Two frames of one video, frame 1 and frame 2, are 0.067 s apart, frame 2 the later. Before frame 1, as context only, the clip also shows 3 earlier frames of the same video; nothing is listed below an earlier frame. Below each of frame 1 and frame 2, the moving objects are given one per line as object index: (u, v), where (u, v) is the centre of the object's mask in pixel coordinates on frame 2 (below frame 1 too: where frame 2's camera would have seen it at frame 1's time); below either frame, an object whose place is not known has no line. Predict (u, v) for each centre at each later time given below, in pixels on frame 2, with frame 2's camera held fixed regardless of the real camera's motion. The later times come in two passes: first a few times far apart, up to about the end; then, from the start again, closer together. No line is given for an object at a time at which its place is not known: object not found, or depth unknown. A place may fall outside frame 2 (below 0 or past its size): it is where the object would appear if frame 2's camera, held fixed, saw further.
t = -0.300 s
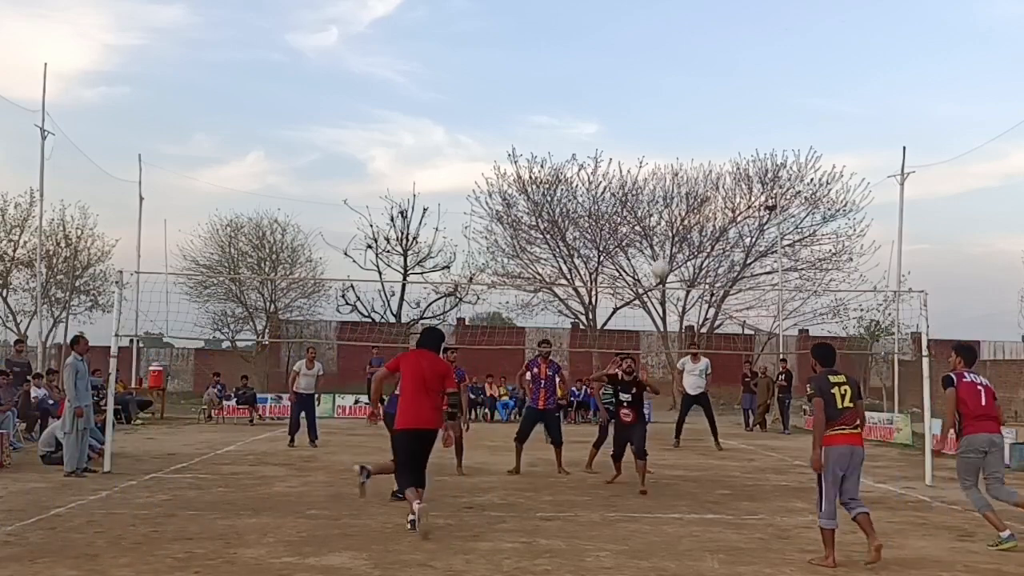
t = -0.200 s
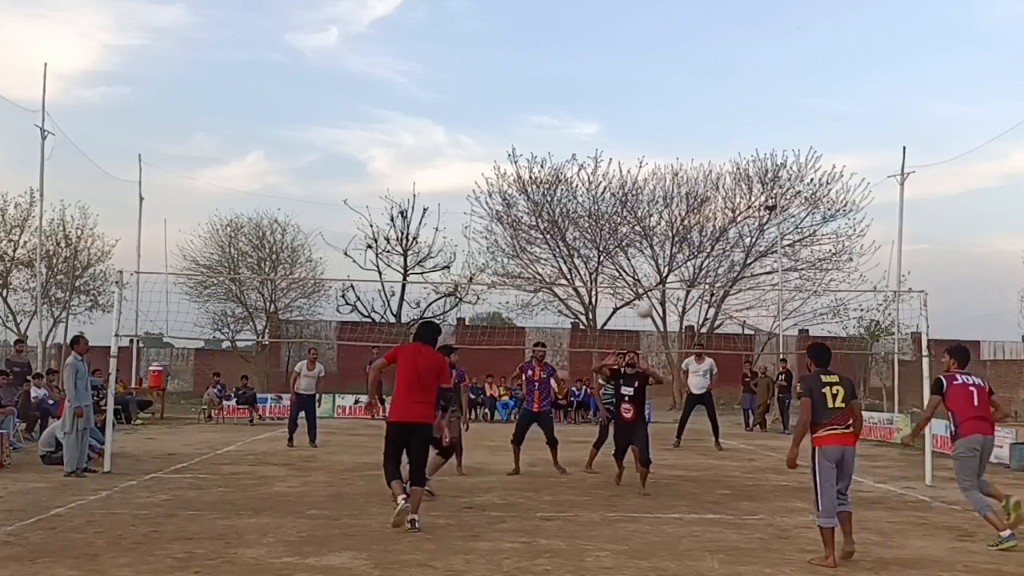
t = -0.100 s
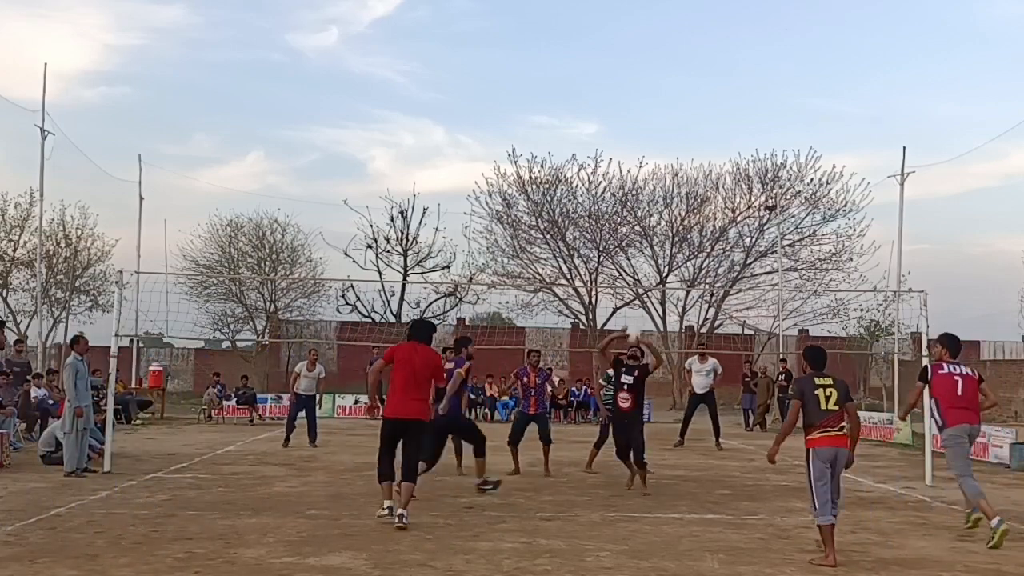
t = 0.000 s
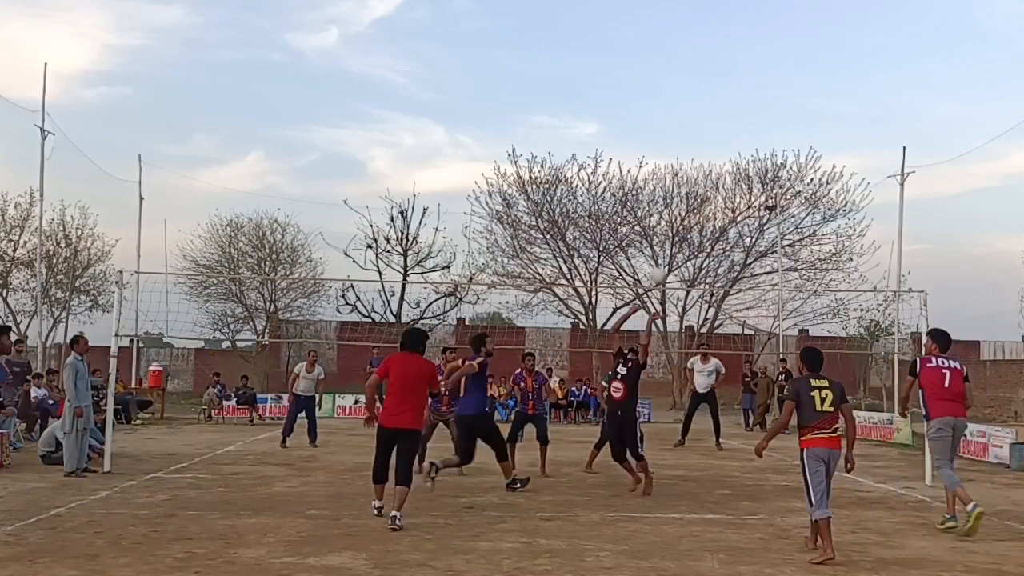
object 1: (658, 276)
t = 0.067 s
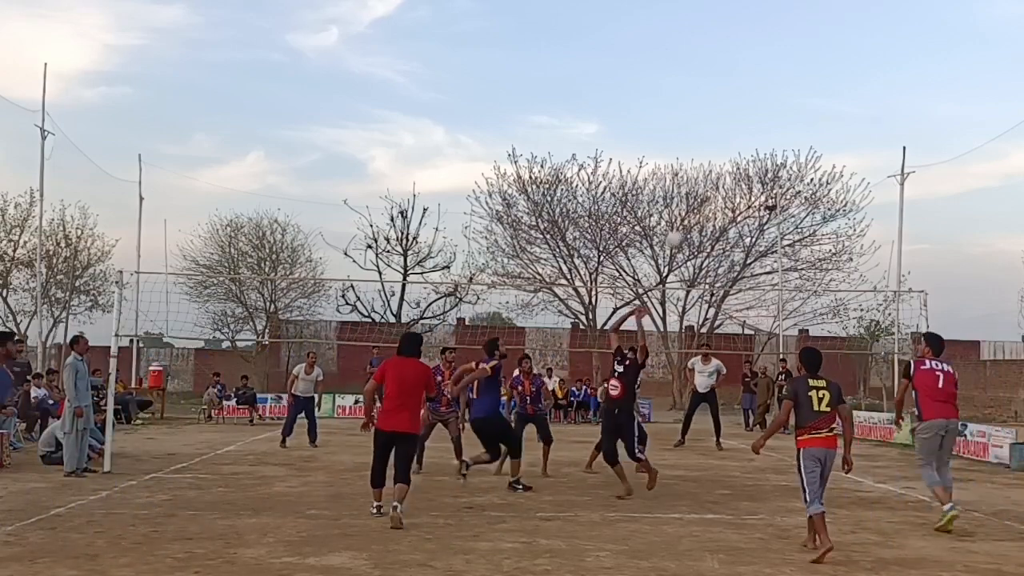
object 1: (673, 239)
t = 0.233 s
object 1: (716, 168)
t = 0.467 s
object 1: (772, 112)
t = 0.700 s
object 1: (827, 103)
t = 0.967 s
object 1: (886, 150)
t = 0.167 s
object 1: (700, 196)
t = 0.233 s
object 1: (716, 168)
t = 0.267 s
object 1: (725, 157)
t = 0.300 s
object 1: (733, 147)
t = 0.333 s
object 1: (741, 138)
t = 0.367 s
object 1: (749, 130)
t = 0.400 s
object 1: (756, 123)
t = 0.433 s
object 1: (764, 117)
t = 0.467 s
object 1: (772, 112)
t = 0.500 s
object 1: (780, 108)
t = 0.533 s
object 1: (788, 104)
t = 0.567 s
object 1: (796, 102)
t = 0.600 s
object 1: (804, 101)
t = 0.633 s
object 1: (811, 100)
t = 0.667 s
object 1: (819, 101)
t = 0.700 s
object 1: (827, 103)
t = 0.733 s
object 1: (834, 105)
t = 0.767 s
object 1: (842, 109)
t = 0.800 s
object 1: (850, 113)
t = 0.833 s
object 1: (857, 119)
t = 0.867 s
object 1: (865, 125)
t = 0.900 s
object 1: (872, 132)
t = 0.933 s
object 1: (879, 141)
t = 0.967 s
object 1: (886, 150)
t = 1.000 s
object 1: (893, 160)
